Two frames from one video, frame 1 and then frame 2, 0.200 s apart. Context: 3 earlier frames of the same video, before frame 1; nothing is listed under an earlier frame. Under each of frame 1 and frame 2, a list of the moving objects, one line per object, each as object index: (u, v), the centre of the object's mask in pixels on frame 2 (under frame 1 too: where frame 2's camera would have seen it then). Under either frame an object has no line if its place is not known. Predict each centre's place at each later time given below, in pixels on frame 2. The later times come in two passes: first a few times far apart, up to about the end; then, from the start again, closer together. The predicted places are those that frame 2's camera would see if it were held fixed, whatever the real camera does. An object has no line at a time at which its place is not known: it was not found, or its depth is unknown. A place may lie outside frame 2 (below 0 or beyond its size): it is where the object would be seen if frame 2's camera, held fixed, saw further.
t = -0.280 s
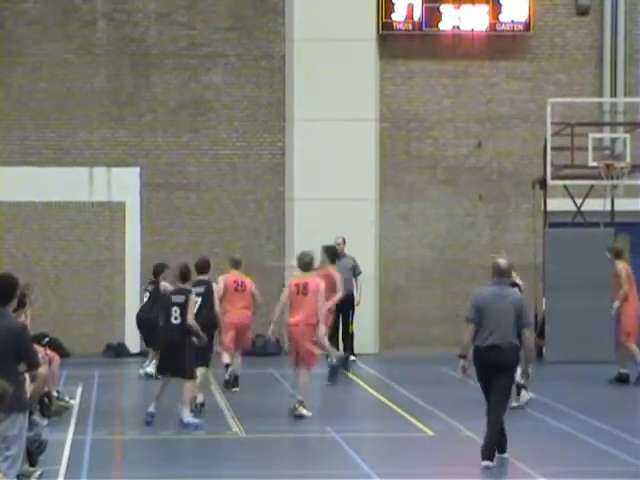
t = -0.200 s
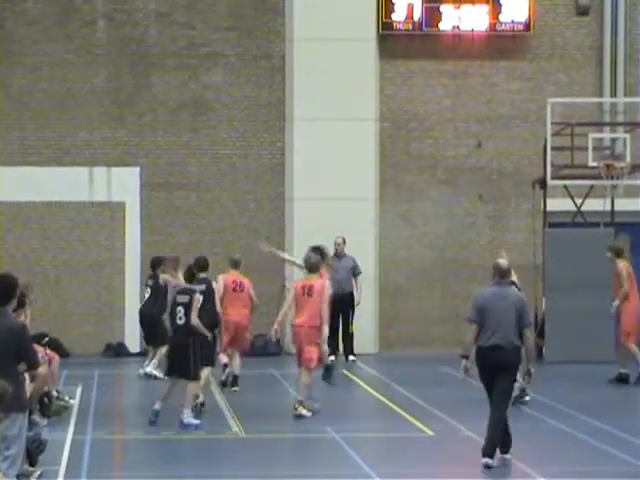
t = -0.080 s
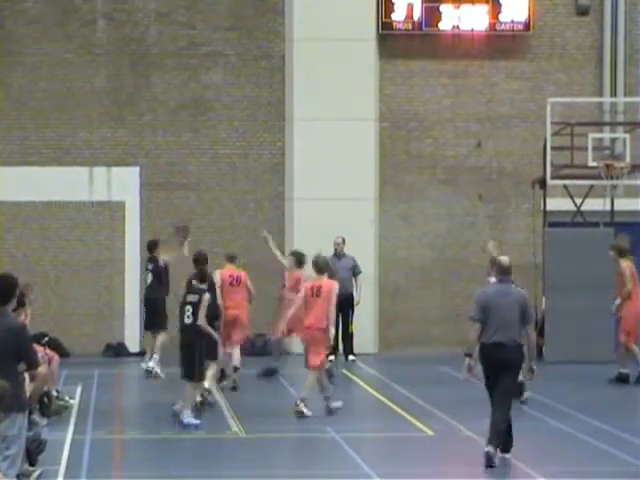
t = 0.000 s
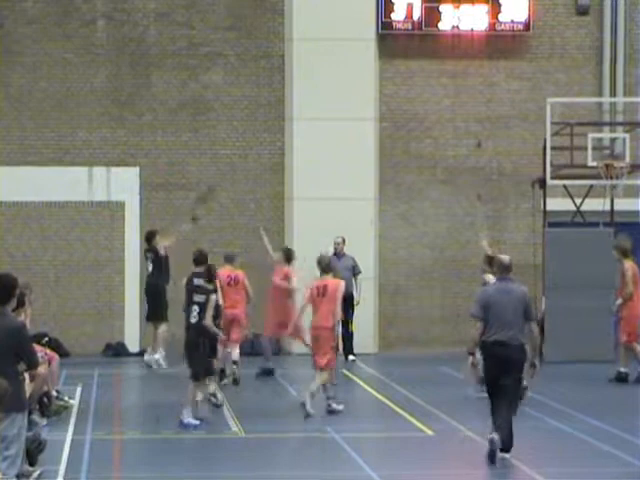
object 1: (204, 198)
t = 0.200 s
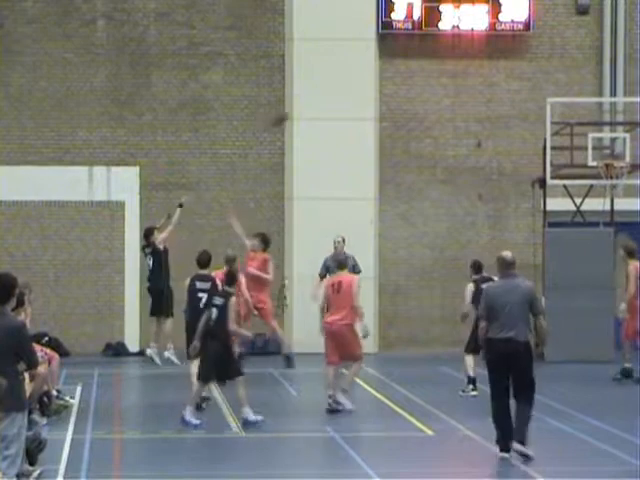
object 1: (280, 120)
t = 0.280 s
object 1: (308, 96)
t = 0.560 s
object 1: (405, 57)
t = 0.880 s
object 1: (515, 85)
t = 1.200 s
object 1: (622, 173)
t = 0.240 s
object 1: (294, 105)
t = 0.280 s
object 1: (308, 96)
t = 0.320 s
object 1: (322, 87)
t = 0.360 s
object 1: (335, 79)
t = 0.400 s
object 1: (349, 72)
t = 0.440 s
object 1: (363, 67)
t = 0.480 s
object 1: (378, 63)
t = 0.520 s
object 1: (392, 58)
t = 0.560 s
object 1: (405, 57)
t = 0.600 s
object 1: (420, 56)
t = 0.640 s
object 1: (434, 56)
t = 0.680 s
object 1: (447, 57)
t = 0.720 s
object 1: (461, 60)
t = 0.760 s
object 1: (475, 63)
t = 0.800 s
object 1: (488, 72)
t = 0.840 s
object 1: (502, 77)
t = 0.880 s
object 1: (515, 85)
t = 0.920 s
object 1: (529, 90)
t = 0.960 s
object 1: (541, 101)
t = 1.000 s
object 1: (555, 110)
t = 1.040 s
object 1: (566, 118)
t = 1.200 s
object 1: (622, 173)
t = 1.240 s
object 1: (629, 182)
